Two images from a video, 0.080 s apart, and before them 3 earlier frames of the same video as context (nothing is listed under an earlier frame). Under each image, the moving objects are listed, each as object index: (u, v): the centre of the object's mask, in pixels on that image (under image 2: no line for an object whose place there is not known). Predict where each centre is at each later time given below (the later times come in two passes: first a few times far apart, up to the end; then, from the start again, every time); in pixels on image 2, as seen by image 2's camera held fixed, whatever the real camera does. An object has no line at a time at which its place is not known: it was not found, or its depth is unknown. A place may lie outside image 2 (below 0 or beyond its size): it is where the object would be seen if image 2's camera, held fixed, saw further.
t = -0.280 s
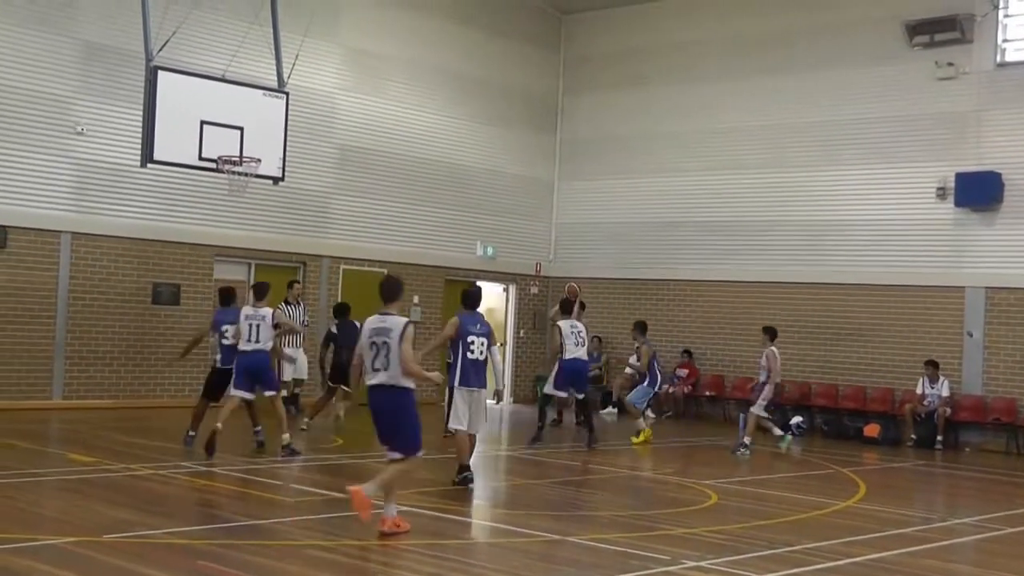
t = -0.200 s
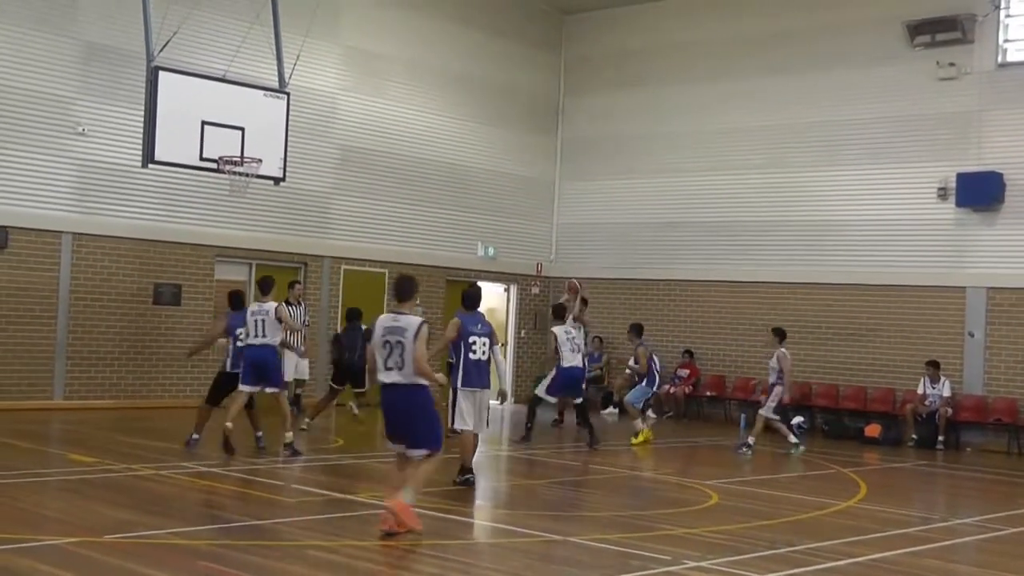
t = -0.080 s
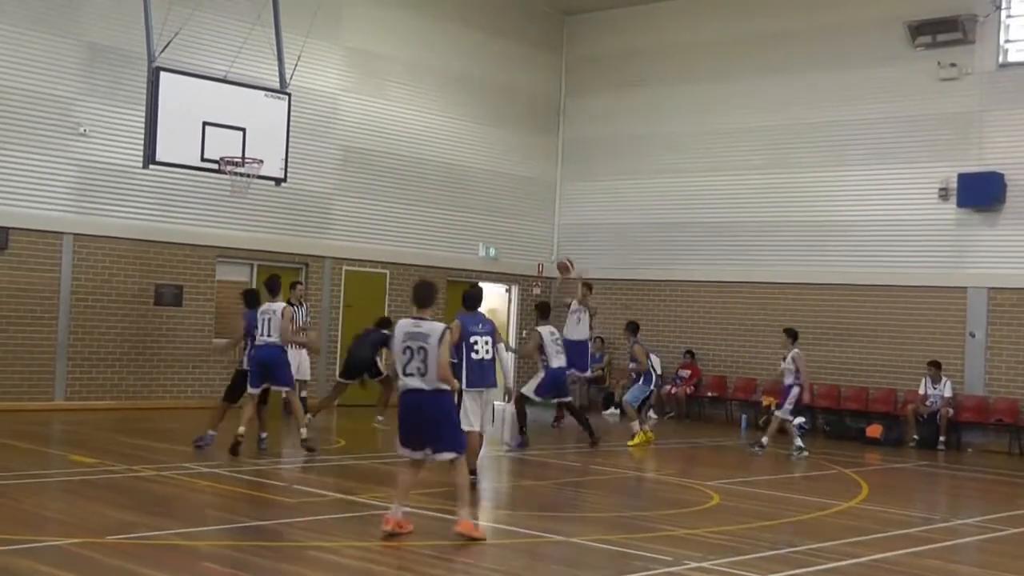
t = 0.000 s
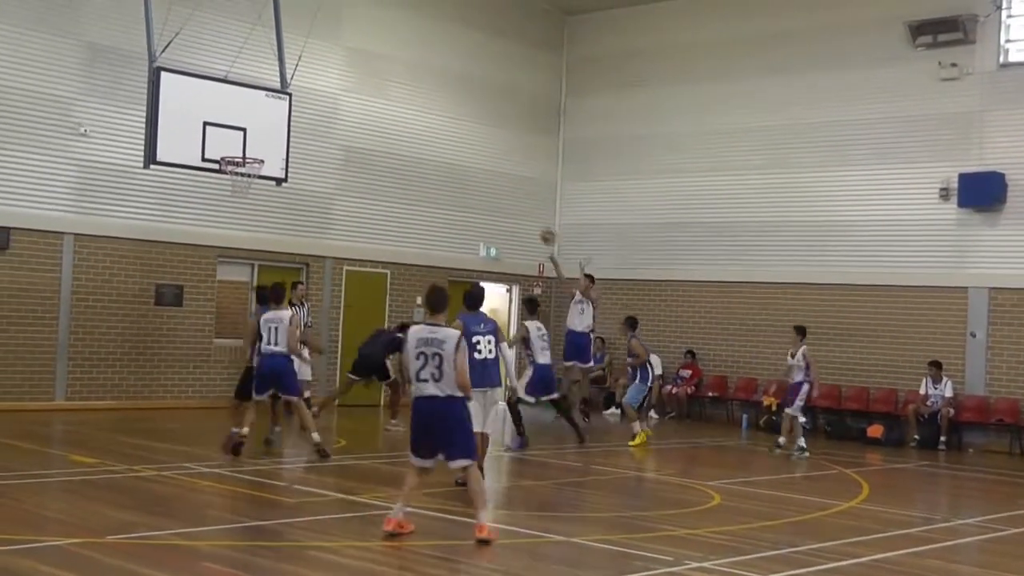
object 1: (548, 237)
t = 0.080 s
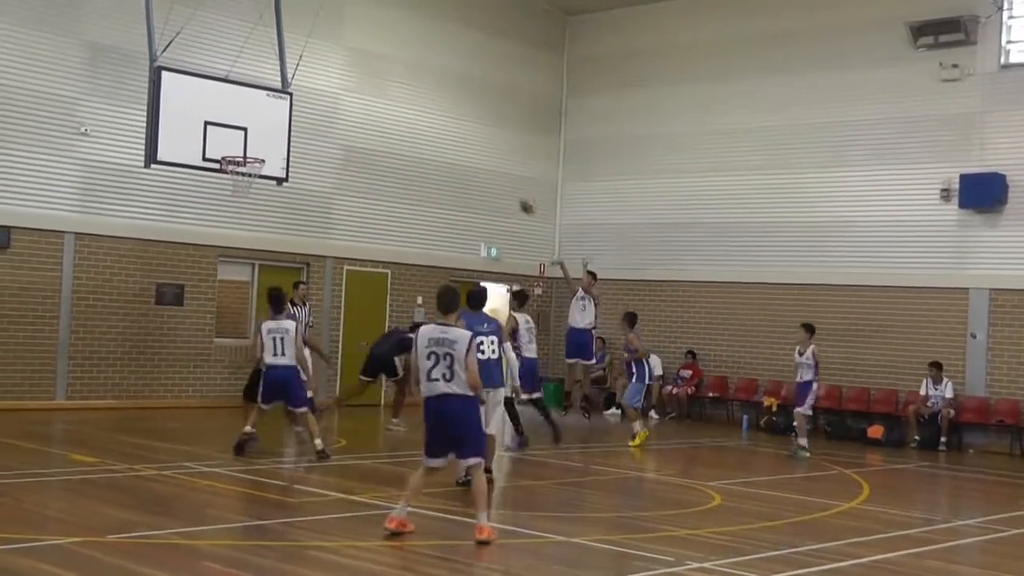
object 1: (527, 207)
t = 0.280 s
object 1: (471, 144)
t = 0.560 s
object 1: (383, 102)
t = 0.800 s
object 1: (297, 115)
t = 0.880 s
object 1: (265, 128)
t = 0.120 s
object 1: (516, 191)
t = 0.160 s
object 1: (505, 178)
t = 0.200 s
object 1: (494, 166)
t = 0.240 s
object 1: (483, 155)
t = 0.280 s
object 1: (471, 144)
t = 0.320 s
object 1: (460, 134)
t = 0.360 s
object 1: (447, 127)
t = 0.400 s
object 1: (435, 120)
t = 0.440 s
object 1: (423, 113)
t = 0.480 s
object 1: (409, 108)
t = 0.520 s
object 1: (396, 105)
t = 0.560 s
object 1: (383, 102)
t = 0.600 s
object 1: (369, 101)
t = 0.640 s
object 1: (356, 101)
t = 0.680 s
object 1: (341, 103)
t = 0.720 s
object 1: (327, 105)
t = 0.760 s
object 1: (312, 109)
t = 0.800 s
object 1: (297, 115)
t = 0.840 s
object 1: (281, 120)
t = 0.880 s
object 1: (265, 128)
